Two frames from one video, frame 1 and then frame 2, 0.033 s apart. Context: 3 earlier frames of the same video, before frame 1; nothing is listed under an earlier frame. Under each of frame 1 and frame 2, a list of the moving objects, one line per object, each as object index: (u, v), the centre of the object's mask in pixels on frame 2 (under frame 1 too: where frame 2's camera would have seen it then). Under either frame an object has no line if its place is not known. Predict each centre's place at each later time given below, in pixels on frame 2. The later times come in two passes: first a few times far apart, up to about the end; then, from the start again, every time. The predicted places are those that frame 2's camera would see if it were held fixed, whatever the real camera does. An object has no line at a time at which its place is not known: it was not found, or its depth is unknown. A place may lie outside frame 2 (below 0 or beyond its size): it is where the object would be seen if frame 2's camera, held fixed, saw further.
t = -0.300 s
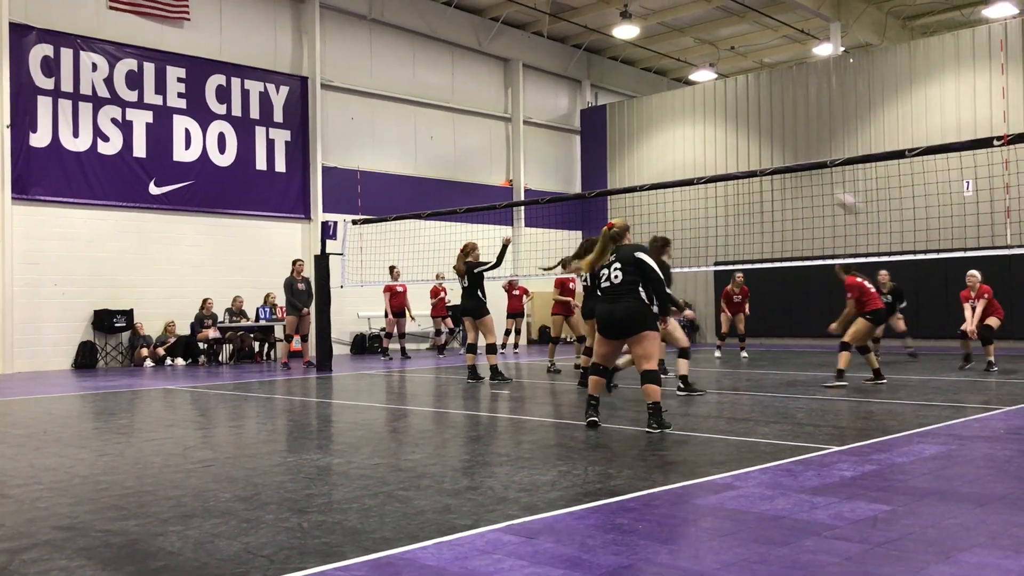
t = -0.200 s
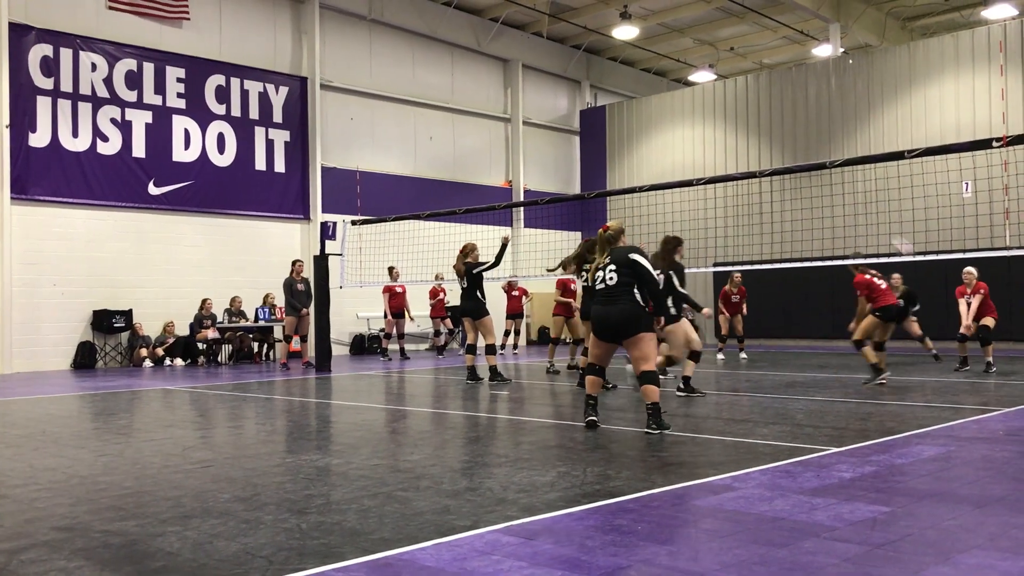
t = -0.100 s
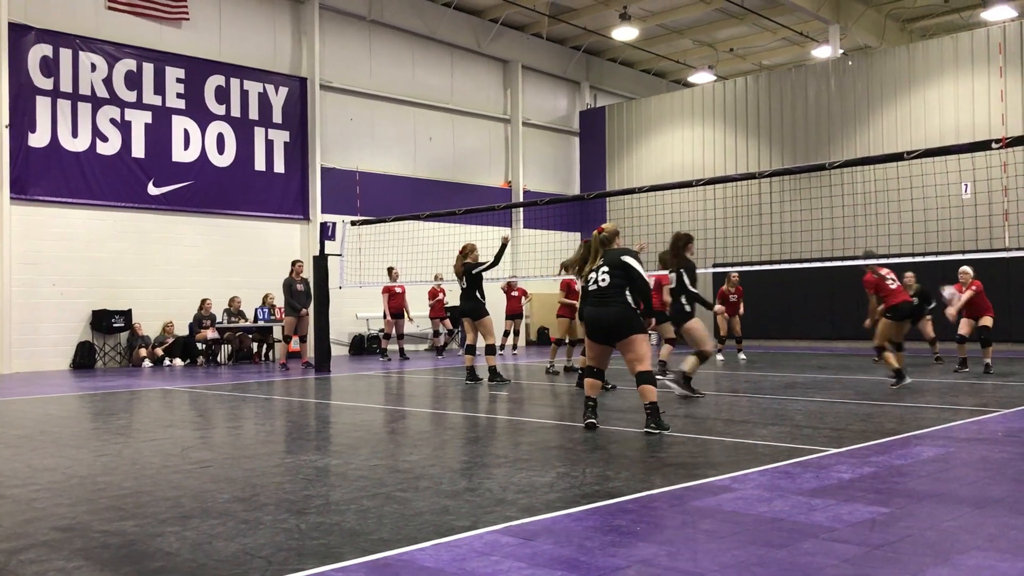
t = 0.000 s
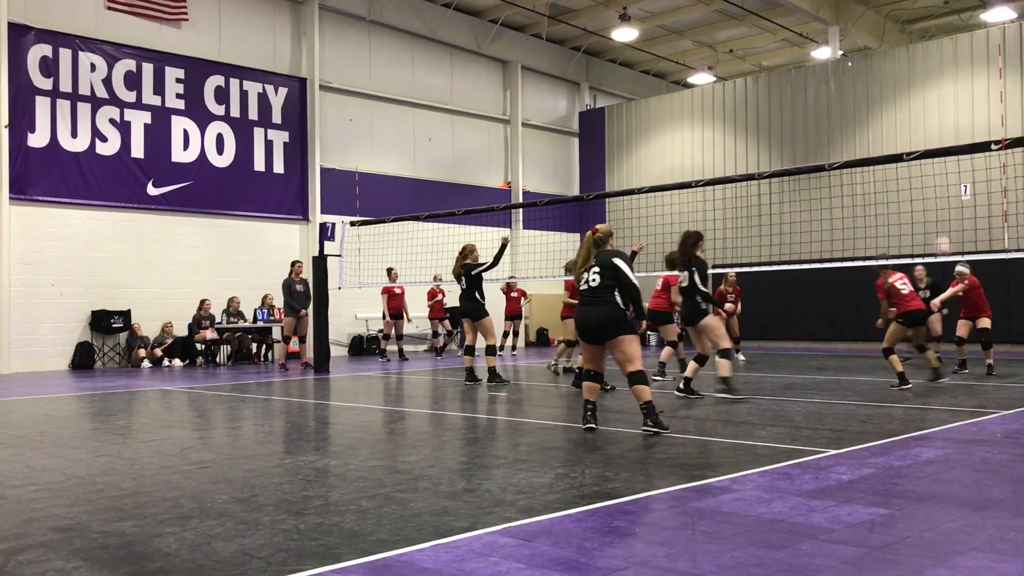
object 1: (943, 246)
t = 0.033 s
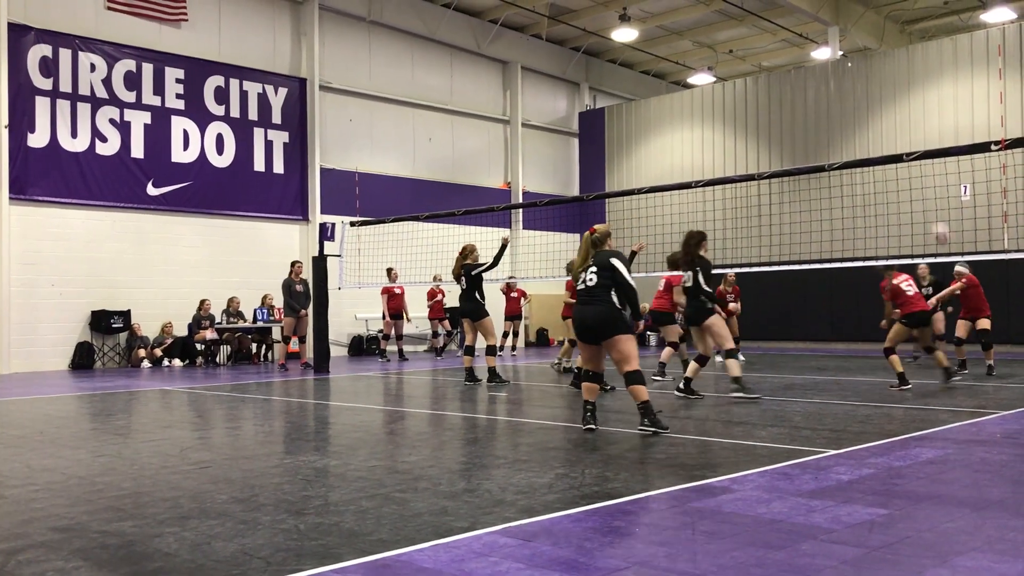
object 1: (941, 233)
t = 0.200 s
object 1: (927, 168)
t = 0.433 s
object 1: (913, 111)
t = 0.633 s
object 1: (902, 94)
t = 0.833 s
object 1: (890, 108)
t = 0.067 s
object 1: (937, 218)
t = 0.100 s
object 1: (935, 205)
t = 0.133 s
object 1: (930, 191)
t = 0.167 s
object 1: (929, 179)
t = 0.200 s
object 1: (927, 168)
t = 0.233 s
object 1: (927, 163)
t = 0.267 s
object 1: (922, 146)
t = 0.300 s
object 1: (921, 138)
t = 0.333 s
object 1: (919, 131)
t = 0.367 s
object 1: (917, 123)
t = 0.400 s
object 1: (915, 116)
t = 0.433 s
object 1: (913, 111)
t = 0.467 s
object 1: (911, 106)
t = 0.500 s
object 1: (909, 102)
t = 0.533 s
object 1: (907, 99)
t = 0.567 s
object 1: (905, 97)
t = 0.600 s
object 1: (903, 95)
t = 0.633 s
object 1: (902, 94)
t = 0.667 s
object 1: (900, 95)
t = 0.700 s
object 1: (898, 96)
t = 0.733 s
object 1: (896, 98)
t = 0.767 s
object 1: (894, 100)
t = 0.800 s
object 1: (892, 104)
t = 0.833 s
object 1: (890, 108)
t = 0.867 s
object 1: (888, 113)
